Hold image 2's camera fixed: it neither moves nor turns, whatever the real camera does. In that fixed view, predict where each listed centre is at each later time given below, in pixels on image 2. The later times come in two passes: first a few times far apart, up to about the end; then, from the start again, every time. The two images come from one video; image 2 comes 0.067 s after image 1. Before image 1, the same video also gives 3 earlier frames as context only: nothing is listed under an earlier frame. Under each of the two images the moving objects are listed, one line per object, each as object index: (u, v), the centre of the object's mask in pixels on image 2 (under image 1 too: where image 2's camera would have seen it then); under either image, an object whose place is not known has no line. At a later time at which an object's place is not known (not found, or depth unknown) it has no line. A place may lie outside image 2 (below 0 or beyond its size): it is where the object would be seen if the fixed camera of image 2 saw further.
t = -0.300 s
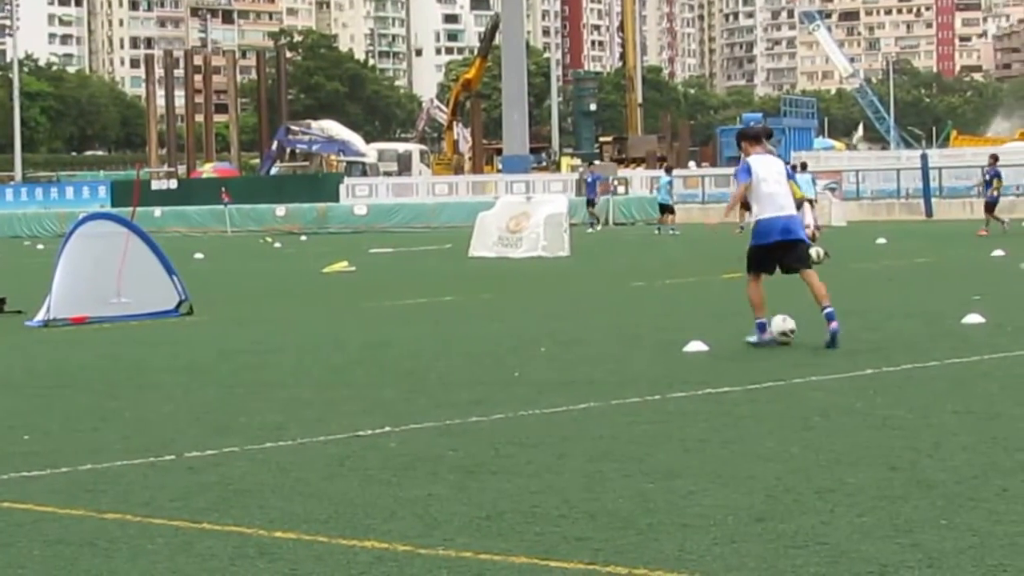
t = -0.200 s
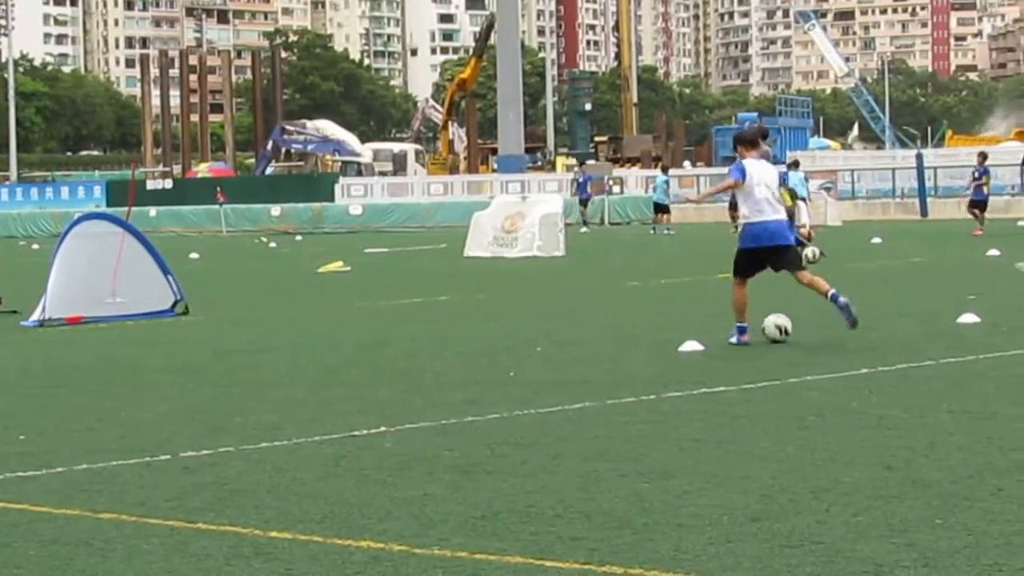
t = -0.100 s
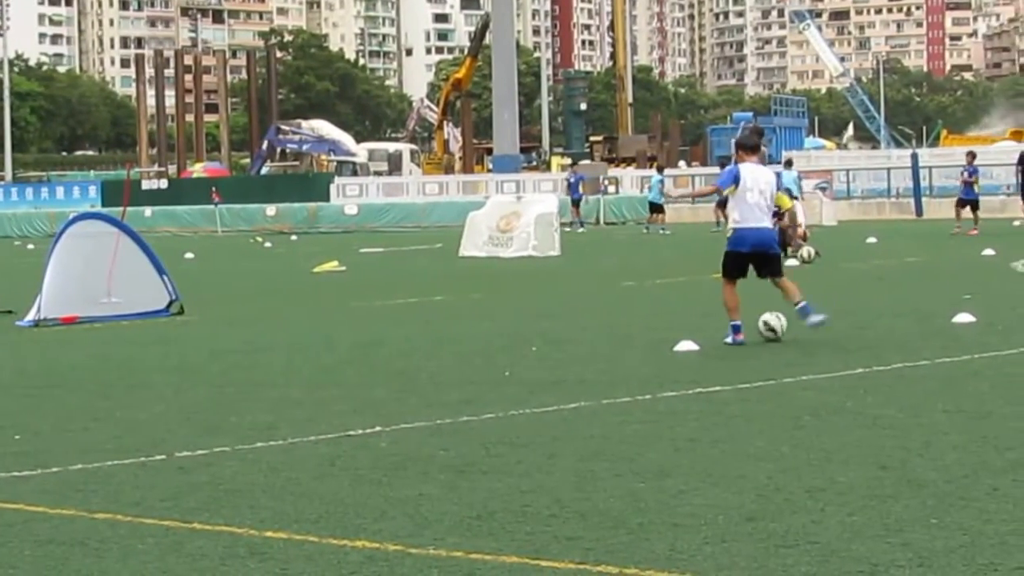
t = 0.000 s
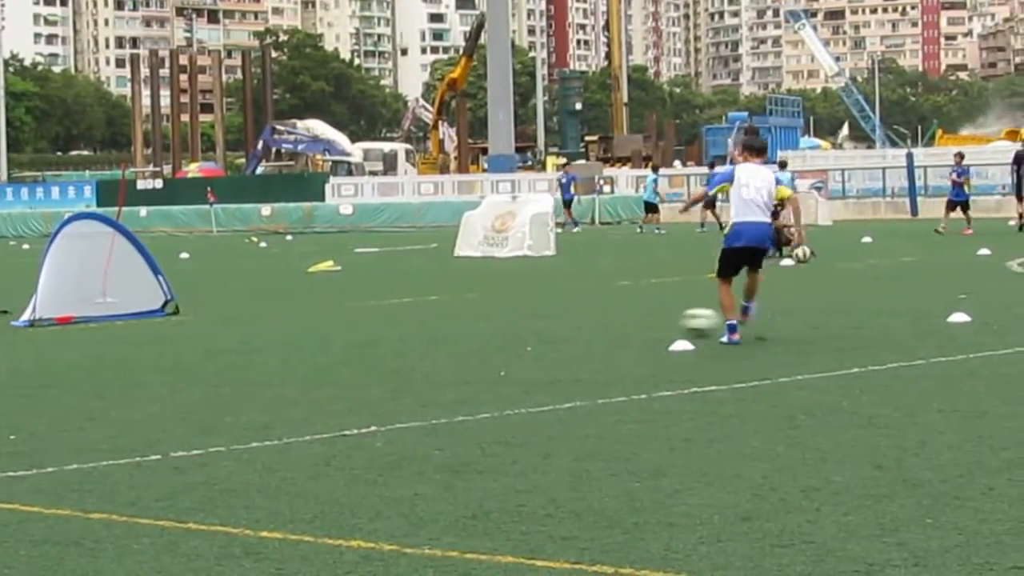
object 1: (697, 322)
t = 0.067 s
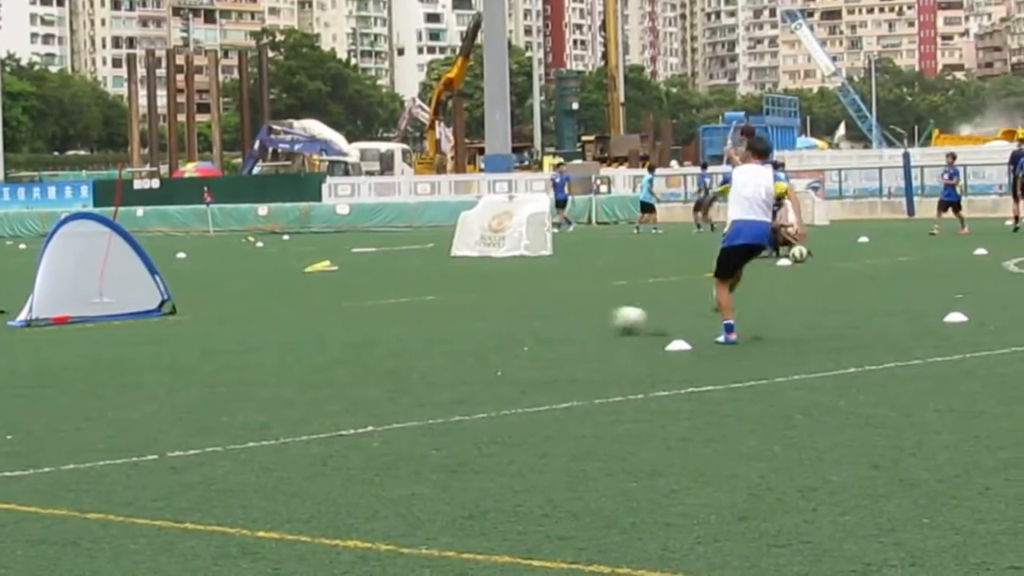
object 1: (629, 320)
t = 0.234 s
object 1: (487, 312)
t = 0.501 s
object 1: (316, 312)
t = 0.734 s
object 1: (209, 307)
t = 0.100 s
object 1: (597, 318)
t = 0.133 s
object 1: (567, 318)
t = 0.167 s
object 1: (539, 318)
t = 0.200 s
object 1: (512, 314)
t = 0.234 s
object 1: (487, 312)
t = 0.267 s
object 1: (460, 314)
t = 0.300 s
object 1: (436, 315)
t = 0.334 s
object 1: (415, 313)
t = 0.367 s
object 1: (393, 312)
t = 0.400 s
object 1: (373, 313)
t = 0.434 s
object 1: (352, 311)
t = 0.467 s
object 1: (334, 312)
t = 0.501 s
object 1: (316, 312)
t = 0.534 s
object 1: (300, 310)
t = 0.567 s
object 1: (283, 309)
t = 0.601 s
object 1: (268, 310)
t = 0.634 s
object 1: (252, 309)
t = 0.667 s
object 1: (237, 307)
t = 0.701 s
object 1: (222, 307)
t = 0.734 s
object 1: (209, 307)
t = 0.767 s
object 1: (195, 307)
